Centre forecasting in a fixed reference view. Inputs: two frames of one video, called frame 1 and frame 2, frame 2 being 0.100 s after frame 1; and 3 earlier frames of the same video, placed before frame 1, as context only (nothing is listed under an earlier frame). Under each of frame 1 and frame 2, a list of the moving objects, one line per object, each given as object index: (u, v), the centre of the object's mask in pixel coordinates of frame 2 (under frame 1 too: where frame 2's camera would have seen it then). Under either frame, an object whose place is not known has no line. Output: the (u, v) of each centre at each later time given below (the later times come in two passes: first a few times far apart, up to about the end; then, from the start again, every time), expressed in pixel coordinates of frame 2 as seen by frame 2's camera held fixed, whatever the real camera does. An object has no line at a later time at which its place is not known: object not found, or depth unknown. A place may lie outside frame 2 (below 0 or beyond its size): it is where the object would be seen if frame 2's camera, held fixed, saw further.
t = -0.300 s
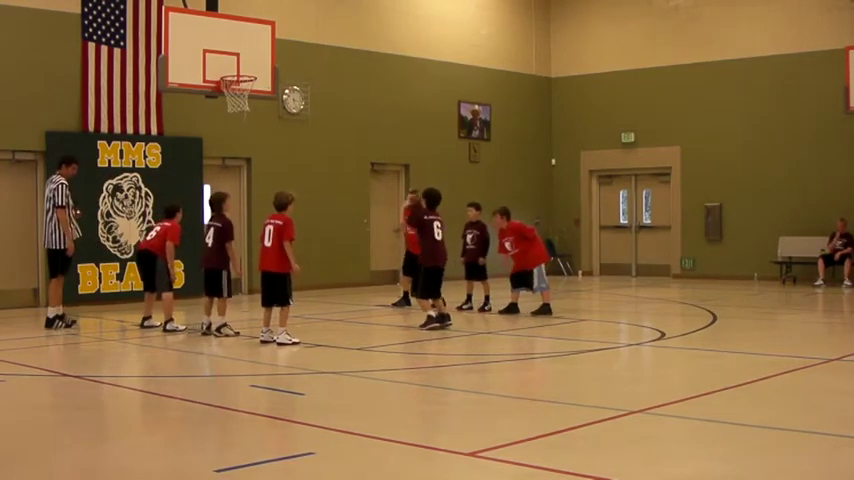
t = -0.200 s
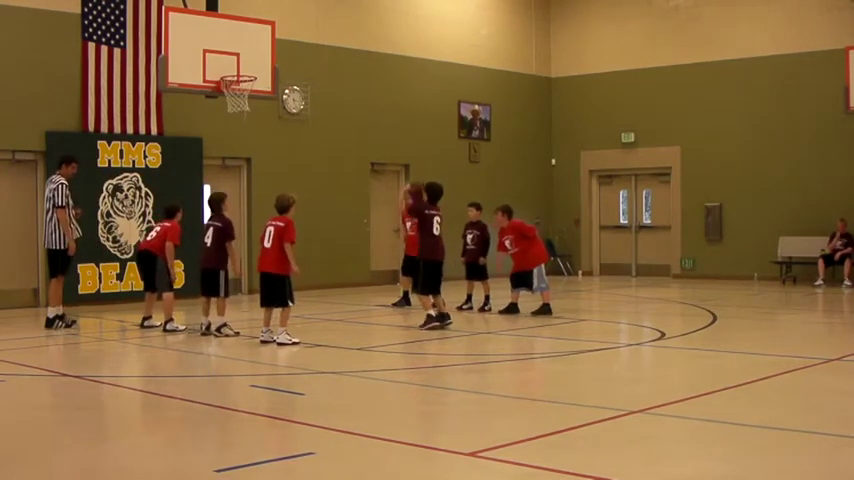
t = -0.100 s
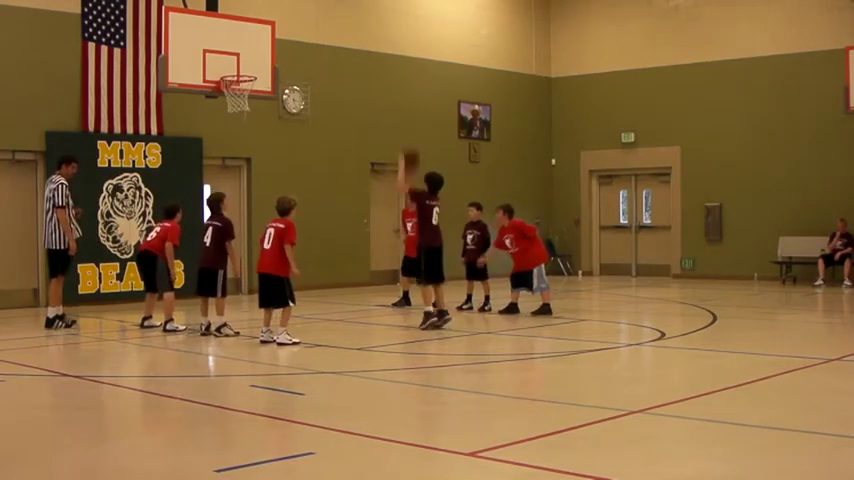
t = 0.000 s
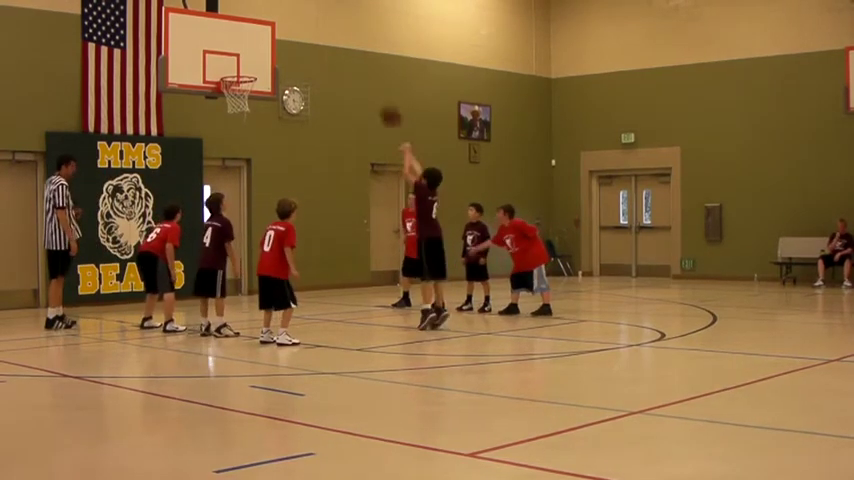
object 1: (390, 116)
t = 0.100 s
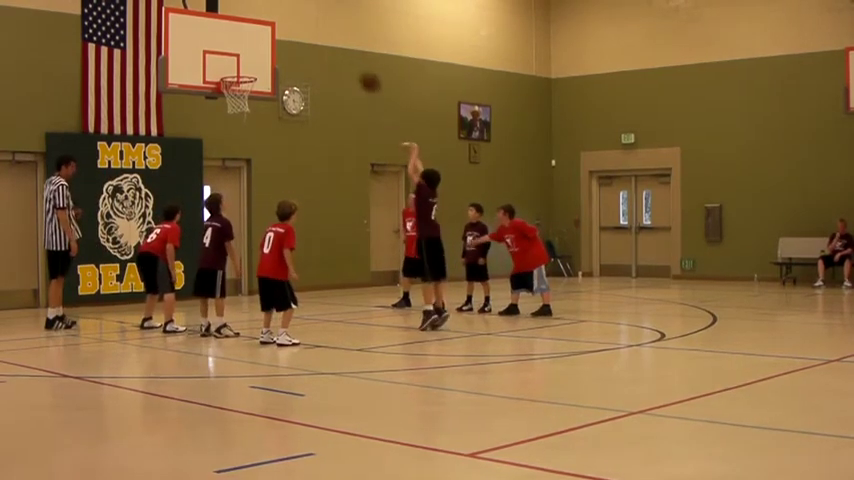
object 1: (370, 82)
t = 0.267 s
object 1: (337, 45)
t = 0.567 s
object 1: (285, 39)
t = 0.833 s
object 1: (259, 60)
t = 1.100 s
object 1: (283, 59)
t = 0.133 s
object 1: (363, 73)
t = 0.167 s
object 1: (356, 65)
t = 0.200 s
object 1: (350, 57)
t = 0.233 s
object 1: (343, 51)
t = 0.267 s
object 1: (337, 45)
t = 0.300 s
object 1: (331, 41)
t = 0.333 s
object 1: (324, 38)
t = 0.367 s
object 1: (319, 35)
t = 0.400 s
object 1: (313, 34)
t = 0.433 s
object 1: (306, 33)
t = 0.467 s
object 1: (301, 34)
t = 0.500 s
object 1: (295, 35)
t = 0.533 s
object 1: (289, 37)
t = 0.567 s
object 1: (285, 39)
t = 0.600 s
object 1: (278, 43)
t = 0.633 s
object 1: (273, 47)
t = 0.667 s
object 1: (267, 53)
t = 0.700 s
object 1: (262, 59)
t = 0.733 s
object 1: (257, 65)
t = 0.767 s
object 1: (254, 69)
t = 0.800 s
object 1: (257, 65)
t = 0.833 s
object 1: (259, 60)
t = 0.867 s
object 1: (262, 57)
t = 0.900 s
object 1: (265, 55)
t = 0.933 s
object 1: (268, 54)
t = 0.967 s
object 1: (271, 53)
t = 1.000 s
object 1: (274, 53)
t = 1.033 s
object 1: (277, 54)
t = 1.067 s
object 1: (280, 56)
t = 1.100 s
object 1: (283, 59)
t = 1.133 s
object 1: (286, 62)
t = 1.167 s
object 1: (289, 67)
